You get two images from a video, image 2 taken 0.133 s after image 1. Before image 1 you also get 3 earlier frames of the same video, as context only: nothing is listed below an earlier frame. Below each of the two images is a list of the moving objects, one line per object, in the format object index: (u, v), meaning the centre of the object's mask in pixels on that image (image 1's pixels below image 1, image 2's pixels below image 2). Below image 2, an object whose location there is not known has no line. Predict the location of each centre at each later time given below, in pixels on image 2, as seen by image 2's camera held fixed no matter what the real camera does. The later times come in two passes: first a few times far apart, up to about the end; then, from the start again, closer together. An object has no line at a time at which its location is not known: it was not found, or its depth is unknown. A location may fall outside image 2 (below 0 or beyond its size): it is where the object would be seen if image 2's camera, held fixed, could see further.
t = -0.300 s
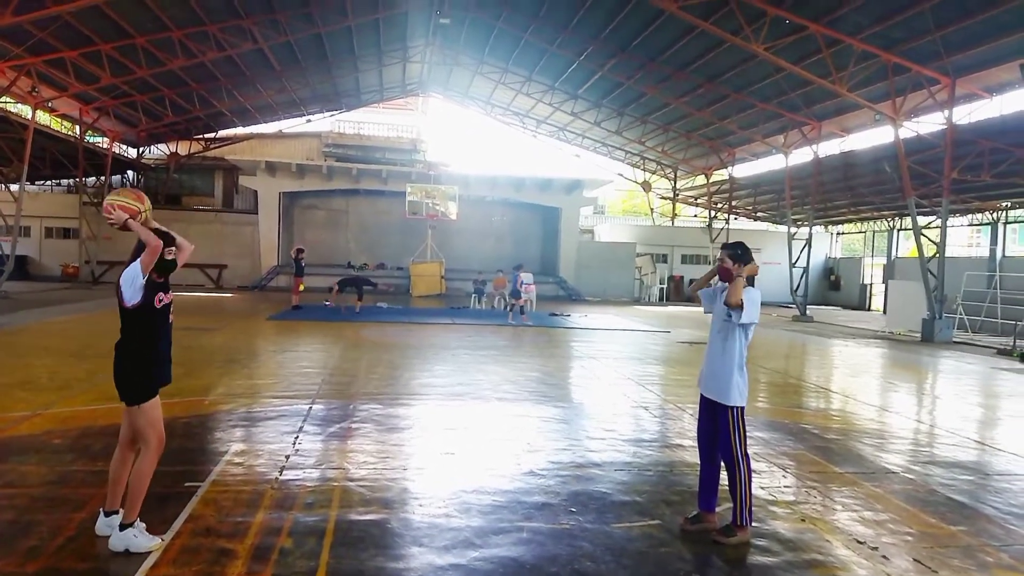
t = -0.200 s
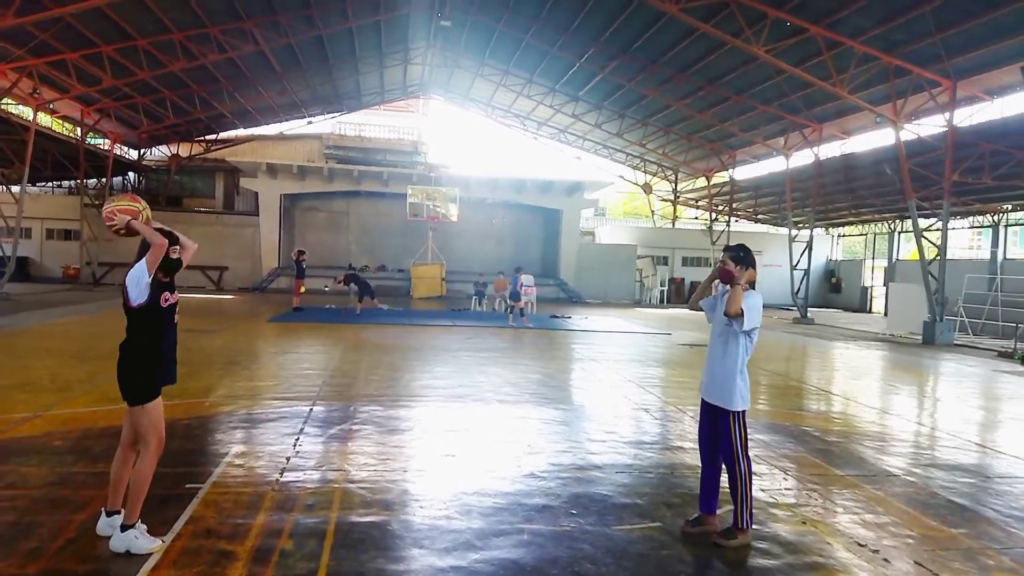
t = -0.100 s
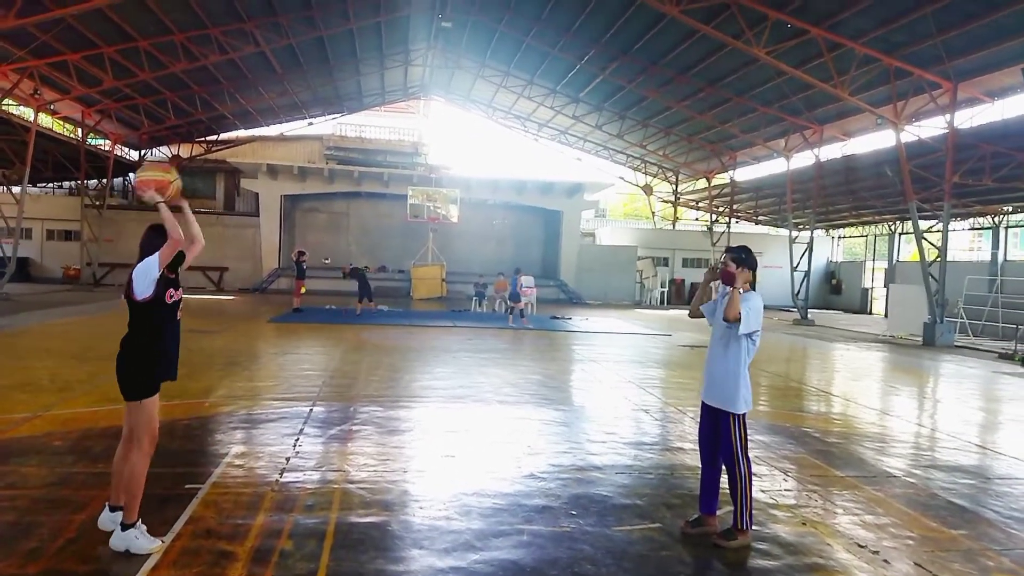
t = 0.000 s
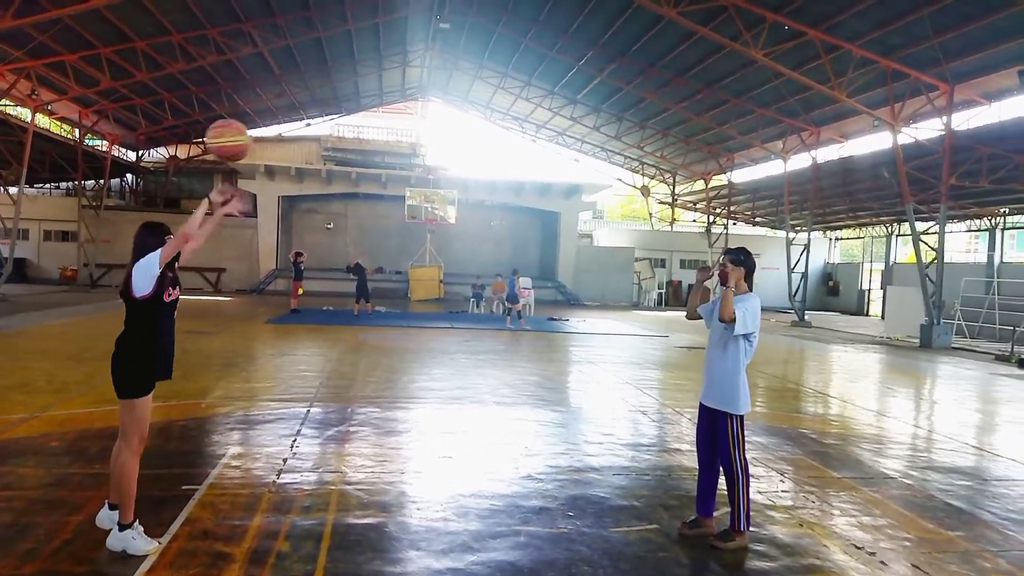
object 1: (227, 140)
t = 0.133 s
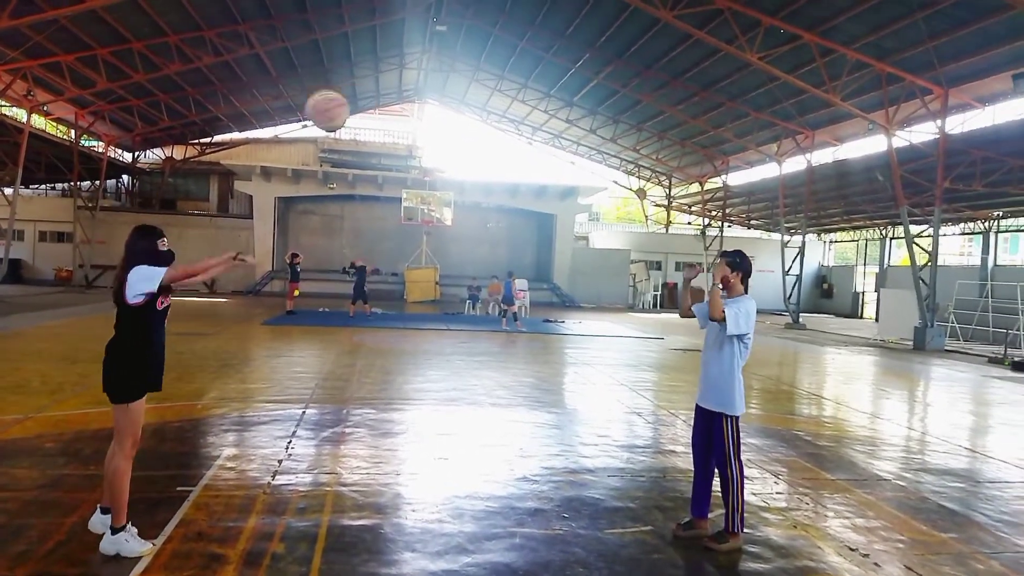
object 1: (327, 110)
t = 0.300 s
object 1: (446, 116)
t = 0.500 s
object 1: (577, 183)
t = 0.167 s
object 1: (352, 107)
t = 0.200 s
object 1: (375, 106)
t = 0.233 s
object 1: (400, 107)
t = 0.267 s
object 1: (423, 110)
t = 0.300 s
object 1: (446, 116)
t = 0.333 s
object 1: (469, 122)
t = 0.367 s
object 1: (491, 130)
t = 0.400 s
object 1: (513, 142)
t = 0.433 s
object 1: (535, 153)
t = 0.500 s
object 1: (577, 183)
